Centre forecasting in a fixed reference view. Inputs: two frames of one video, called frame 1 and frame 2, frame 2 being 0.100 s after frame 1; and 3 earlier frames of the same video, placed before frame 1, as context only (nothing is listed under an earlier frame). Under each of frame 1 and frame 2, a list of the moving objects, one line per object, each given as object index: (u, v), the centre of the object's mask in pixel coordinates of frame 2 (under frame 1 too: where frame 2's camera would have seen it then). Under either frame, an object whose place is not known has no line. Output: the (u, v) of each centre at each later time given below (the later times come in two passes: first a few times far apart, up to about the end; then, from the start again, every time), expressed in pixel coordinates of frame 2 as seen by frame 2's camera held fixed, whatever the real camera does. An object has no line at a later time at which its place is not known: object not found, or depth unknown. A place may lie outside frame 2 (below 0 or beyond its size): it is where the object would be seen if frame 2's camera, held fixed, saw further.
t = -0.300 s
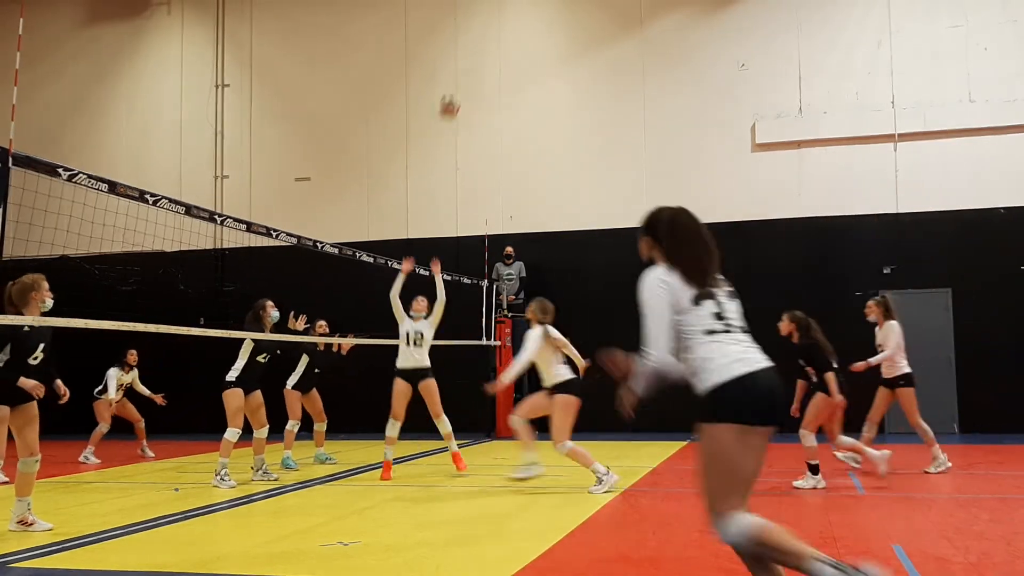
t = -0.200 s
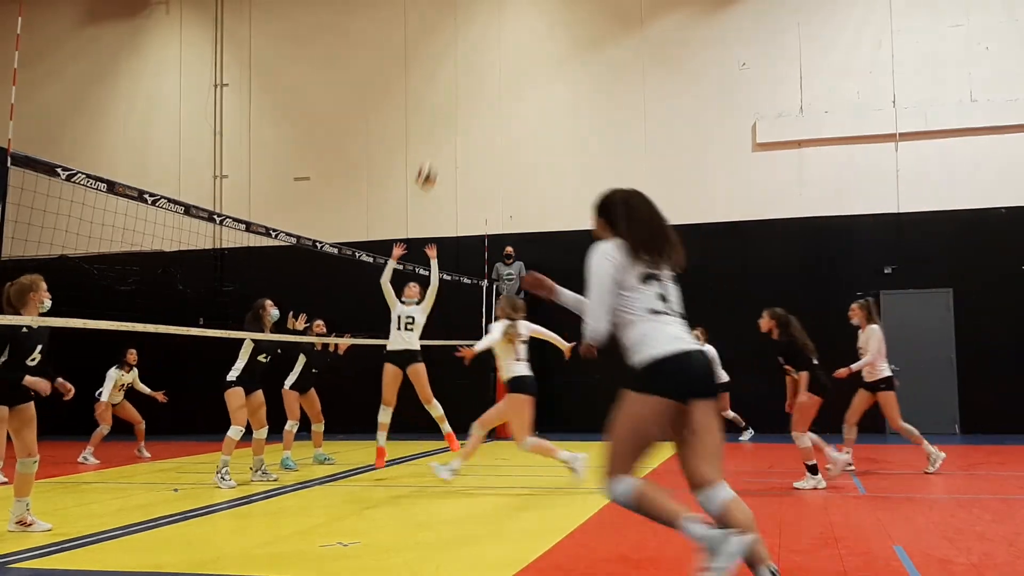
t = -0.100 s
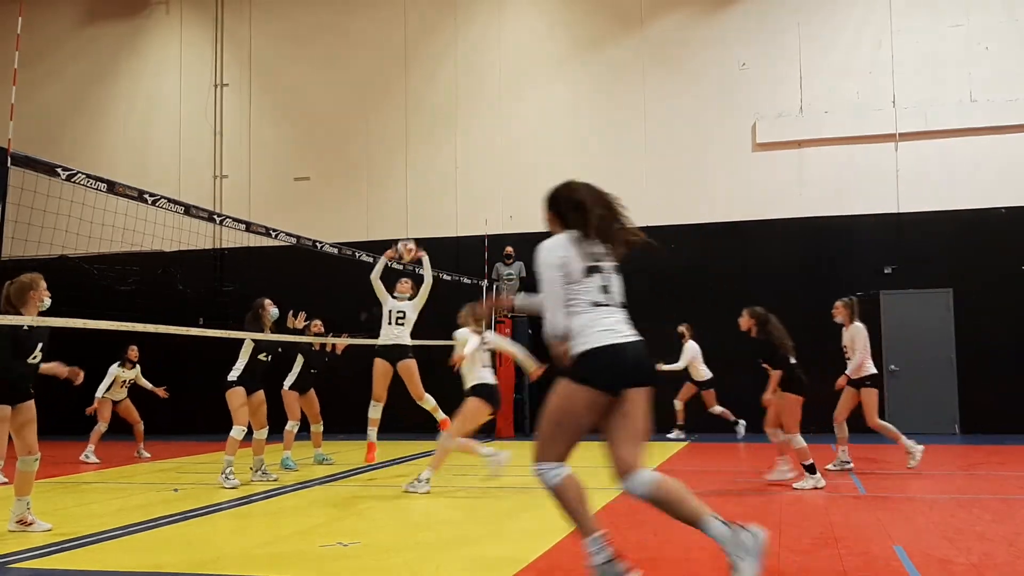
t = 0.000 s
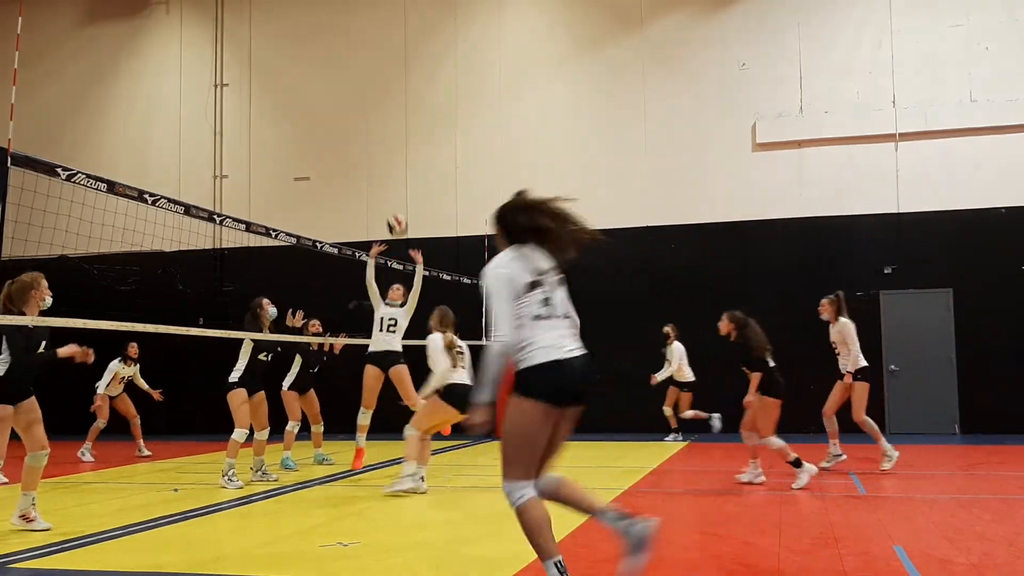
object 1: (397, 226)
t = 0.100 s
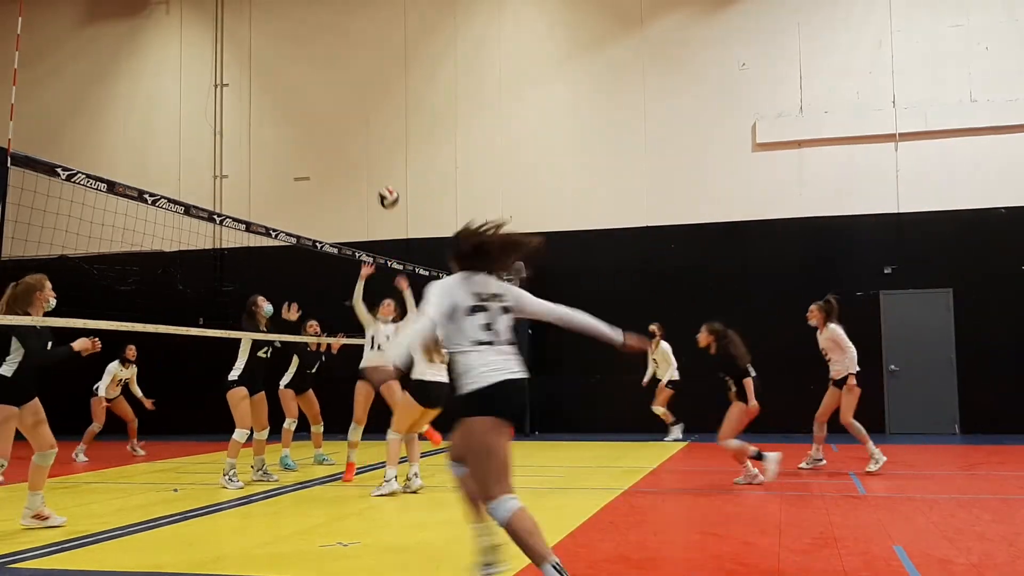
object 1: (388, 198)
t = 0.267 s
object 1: (374, 173)
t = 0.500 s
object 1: (352, 186)
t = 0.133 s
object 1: (385, 190)
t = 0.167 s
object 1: (382, 184)
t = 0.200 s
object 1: (379, 179)
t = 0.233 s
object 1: (377, 175)
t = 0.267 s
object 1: (374, 173)
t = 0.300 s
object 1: (371, 171)
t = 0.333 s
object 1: (368, 171)
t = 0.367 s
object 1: (364, 171)
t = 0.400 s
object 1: (362, 173)
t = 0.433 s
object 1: (358, 176)
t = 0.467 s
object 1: (355, 180)
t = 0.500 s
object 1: (352, 186)
